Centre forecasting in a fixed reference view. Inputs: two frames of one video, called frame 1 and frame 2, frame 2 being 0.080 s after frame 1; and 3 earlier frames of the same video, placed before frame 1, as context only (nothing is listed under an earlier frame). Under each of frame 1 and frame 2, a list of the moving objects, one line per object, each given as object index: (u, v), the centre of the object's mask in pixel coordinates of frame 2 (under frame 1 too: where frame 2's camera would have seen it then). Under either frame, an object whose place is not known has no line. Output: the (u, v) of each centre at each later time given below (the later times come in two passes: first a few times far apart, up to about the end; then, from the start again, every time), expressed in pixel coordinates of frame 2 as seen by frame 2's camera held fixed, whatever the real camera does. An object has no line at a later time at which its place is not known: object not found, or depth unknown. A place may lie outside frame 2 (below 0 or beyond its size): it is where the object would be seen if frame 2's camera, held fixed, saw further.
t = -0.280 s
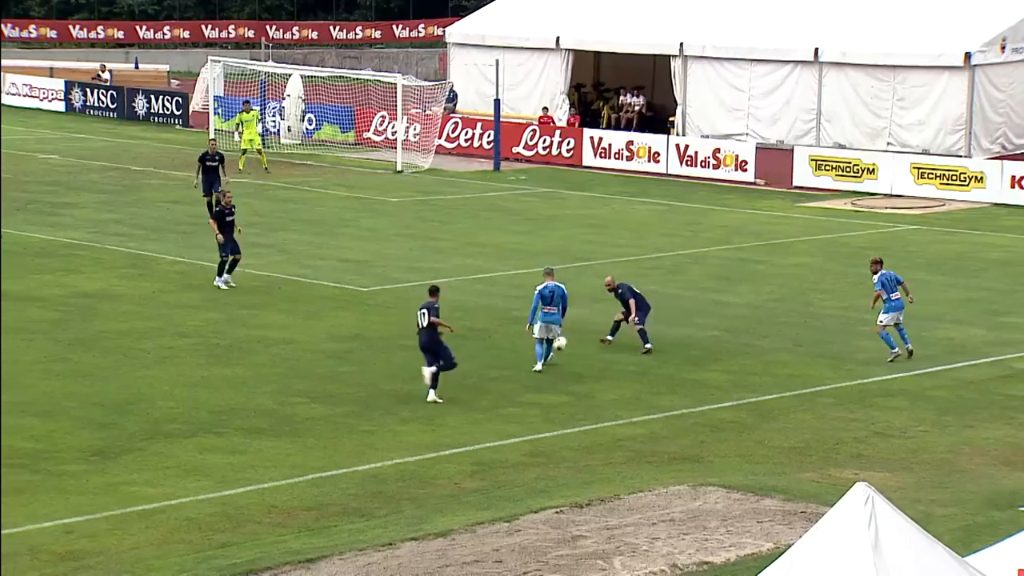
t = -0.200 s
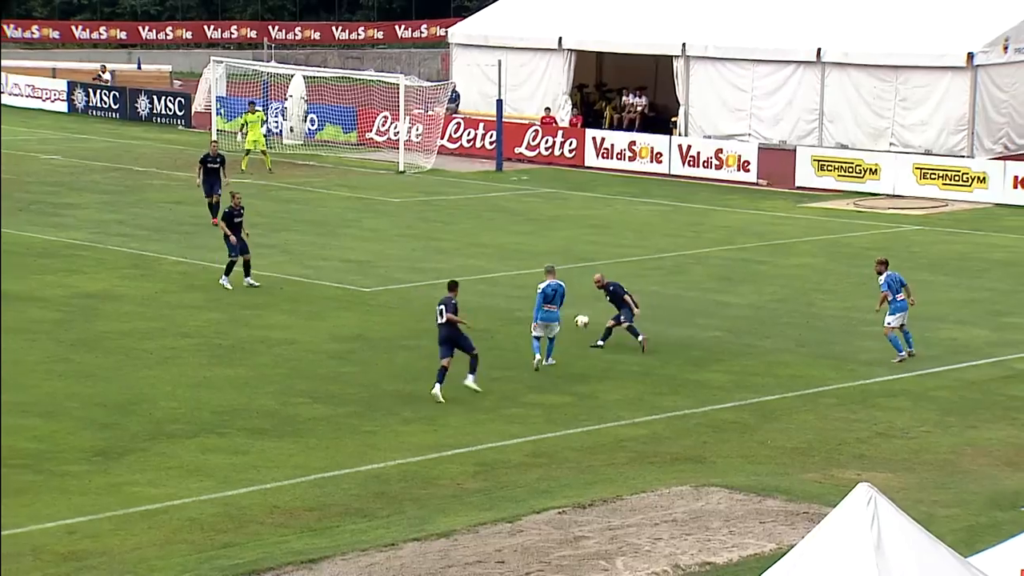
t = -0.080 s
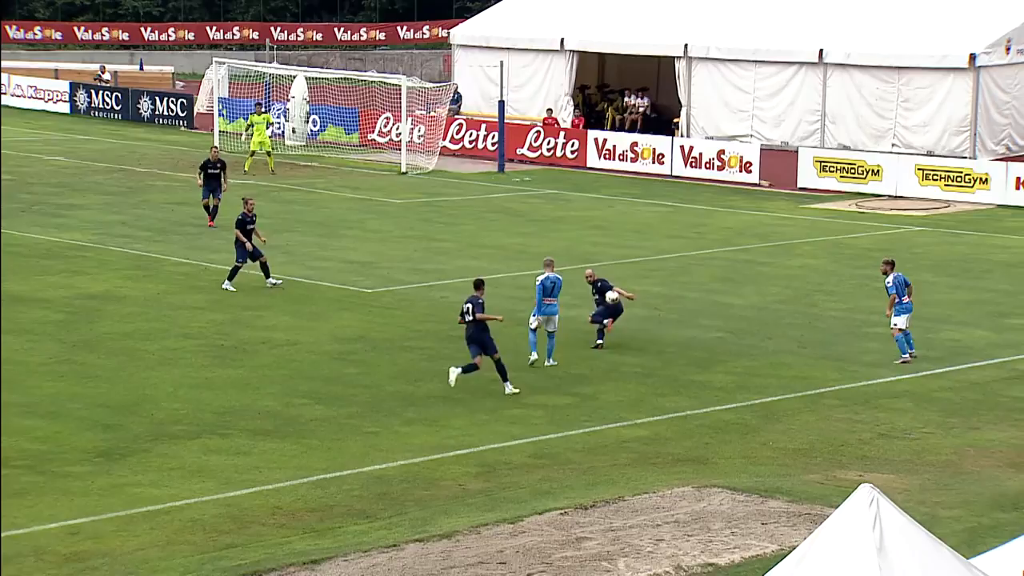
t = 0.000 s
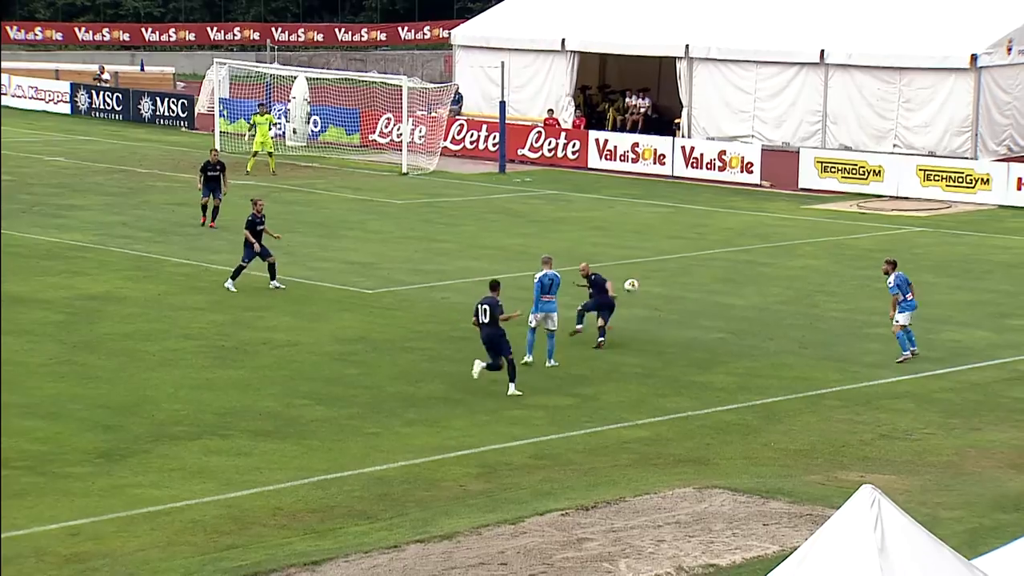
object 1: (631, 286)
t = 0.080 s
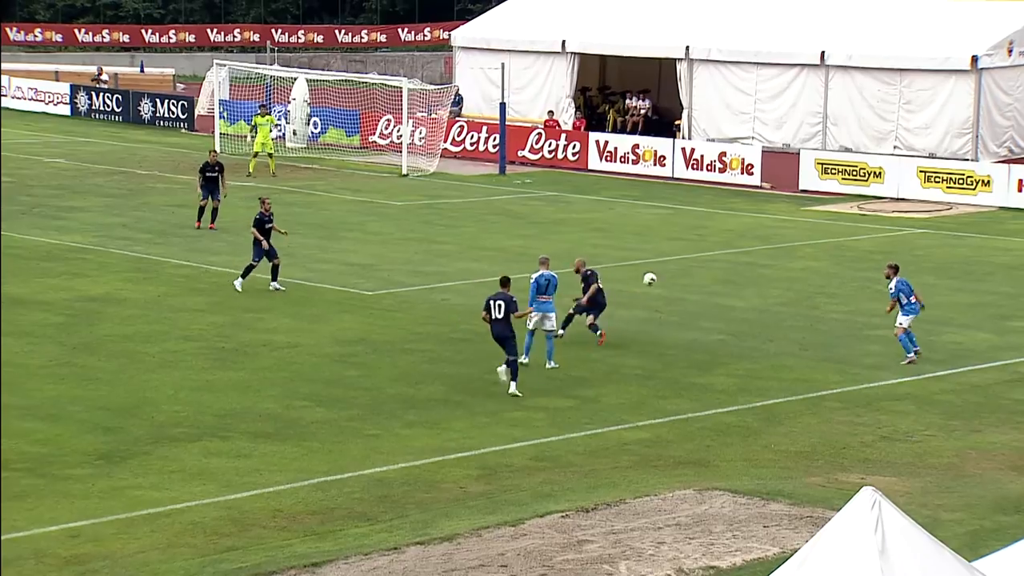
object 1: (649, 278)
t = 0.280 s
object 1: (693, 276)
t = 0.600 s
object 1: (759, 315)
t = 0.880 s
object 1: (804, 283)
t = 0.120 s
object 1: (658, 276)
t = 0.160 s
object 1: (667, 275)
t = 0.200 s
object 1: (676, 274)
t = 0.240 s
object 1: (684, 274)
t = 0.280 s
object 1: (693, 276)
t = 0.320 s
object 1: (701, 277)
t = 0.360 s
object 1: (710, 280)
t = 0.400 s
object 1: (718, 285)
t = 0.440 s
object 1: (726, 288)
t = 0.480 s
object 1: (735, 294)
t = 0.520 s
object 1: (743, 300)
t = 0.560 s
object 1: (751, 307)
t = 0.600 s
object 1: (759, 315)
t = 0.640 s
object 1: (766, 308)
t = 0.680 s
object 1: (772, 301)
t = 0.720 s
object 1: (779, 296)
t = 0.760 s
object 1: (785, 291)
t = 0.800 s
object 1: (791, 287)
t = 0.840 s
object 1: (798, 284)
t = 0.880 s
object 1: (804, 283)
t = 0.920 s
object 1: (810, 281)
